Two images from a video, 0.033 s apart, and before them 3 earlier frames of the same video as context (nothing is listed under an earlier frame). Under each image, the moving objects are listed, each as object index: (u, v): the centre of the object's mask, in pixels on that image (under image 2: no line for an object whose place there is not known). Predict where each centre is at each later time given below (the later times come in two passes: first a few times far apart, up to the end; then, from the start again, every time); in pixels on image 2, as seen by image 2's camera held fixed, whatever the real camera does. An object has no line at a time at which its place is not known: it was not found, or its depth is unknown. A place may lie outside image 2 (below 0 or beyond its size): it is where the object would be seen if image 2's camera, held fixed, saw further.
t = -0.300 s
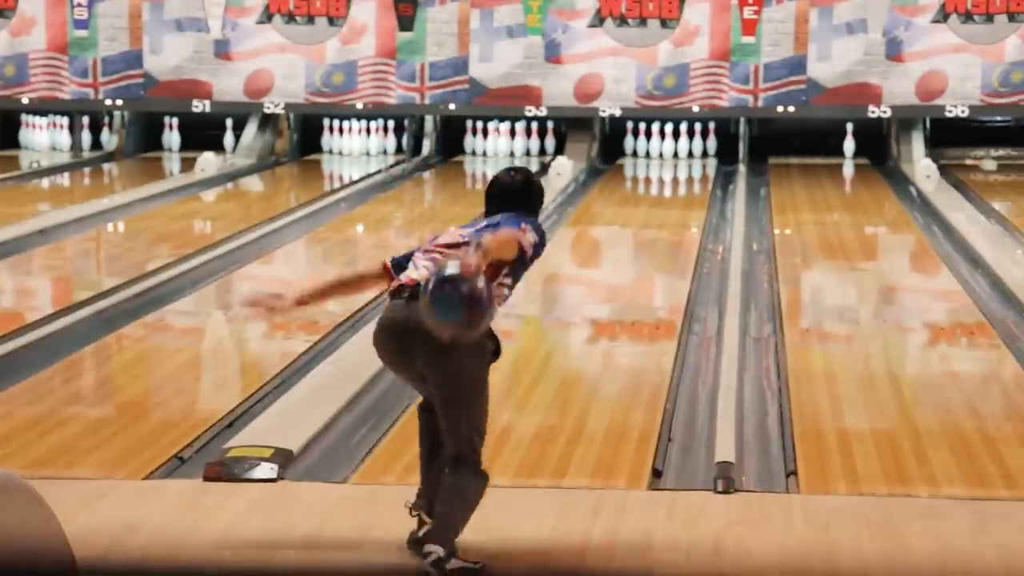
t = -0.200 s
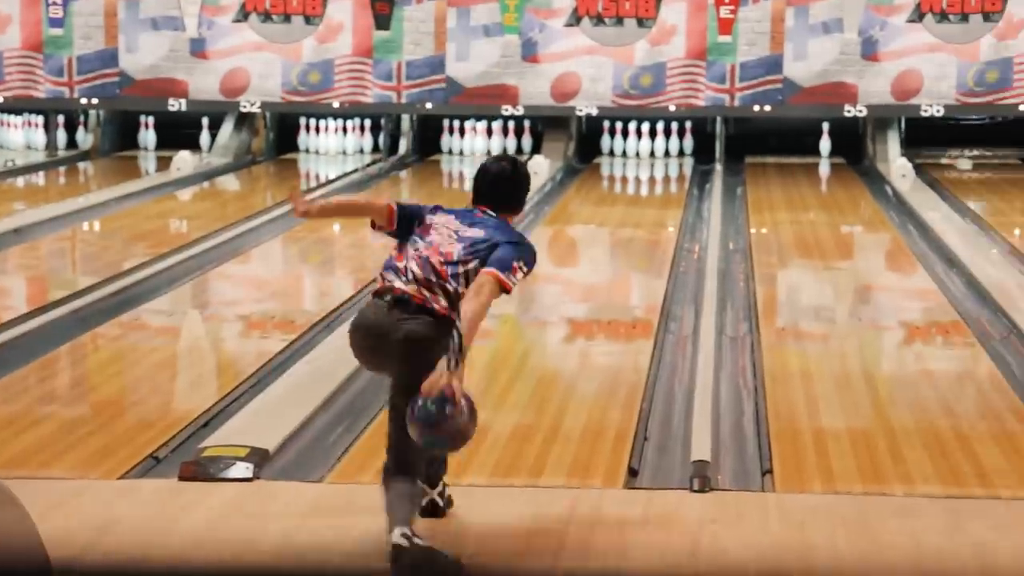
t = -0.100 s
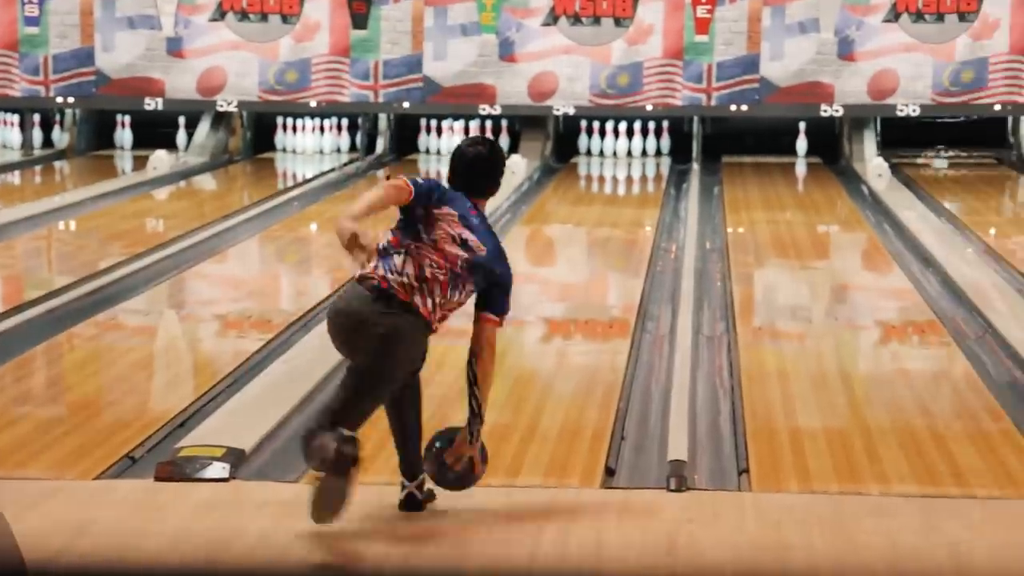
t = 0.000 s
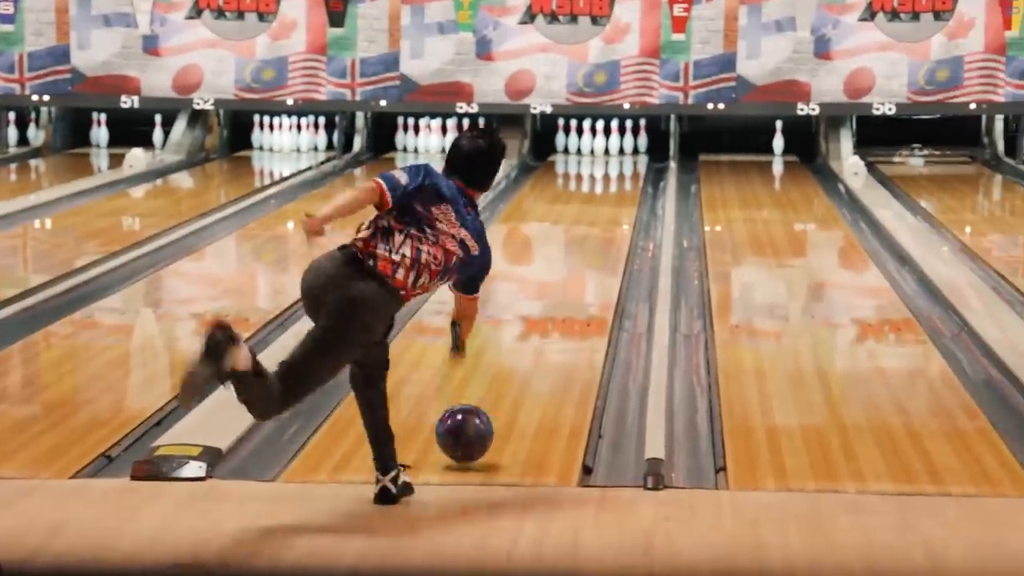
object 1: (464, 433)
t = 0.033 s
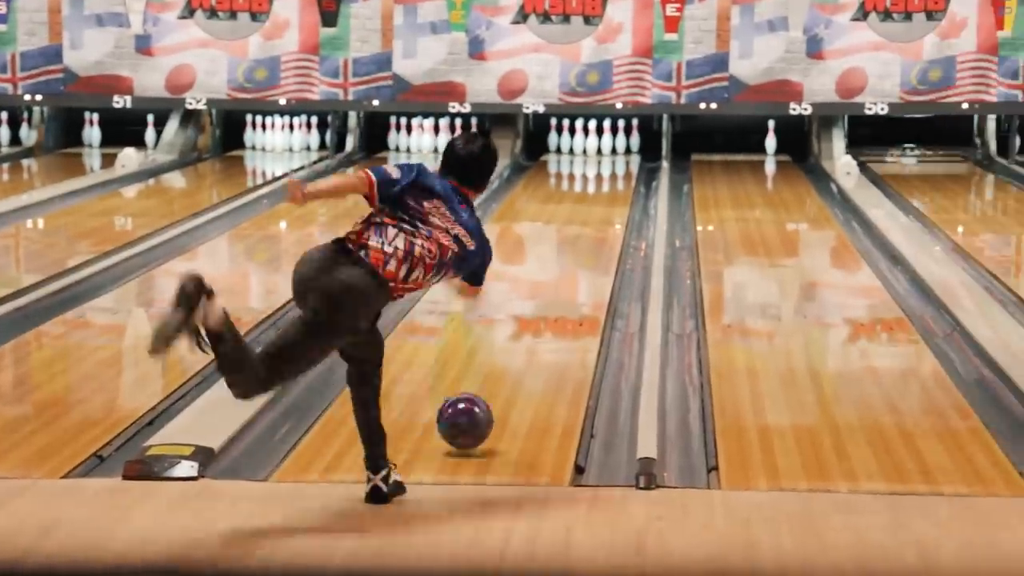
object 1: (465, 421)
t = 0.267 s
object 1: (511, 355)
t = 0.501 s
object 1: (544, 302)
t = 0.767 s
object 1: (567, 262)
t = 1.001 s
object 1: (582, 234)
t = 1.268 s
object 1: (594, 207)
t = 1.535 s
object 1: (602, 187)
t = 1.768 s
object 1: (607, 173)
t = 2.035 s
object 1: (608, 160)
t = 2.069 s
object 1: (608, 158)
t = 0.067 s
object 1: (473, 413)
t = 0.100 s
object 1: (480, 403)
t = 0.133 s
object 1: (487, 392)
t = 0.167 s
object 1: (493, 383)
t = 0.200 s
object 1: (500, 373)
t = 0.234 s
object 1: (506, 364)
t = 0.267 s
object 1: (511, 355)
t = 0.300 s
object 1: (516, 346)
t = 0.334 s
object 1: (521, 338)
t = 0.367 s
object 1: (525, 332)
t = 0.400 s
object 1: (523, 323)
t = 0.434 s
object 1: (523, 322)
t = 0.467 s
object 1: (547, 307)
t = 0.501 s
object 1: (544, 302)
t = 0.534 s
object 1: (546, 297)
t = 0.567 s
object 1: (549, 291)
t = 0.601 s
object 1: (552, 286)
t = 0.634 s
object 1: (556, 281)
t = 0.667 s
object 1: (559, 276)
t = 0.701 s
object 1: (561, 271)
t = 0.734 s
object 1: (564, 266)
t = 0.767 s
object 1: (567, 262)
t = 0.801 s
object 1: (569, 257)
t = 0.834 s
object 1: (571, 253)
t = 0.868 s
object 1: (574, 249)
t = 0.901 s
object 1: (576, 245)
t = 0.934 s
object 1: (578, 241)
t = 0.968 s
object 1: (580, 237)
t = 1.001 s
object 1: (582, 234)
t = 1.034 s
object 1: (584, 230)
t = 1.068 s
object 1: (585, 227)
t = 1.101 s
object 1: (587, 223)
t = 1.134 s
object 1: (589, 220)
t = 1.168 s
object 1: (590, 216)
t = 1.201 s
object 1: (591, 214)
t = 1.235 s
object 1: (593, 211)
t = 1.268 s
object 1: (594, 207)
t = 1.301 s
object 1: (596, 205)
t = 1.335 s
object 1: (597, 202)
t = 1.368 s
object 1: (598, 200)
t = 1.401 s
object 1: (599, 197)
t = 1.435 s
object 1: (600, 195)
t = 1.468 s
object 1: (601, 193)
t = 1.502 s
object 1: (602, 190)
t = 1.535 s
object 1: (602, 187)
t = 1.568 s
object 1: (604, 185)
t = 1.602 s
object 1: (605, 183)
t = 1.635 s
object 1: (606, 181)
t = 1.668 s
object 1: (606, 179)
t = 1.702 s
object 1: (607, 177)
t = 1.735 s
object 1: (607, 175)
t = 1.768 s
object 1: (607, 173)
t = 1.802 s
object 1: (608, 171)
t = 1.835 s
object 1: (608, 170)
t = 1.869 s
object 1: (610, 167)
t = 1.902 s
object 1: (610, 166)
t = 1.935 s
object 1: (610, 163)
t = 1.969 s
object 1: (610, 163)
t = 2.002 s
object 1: (609, 162)
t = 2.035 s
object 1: (608, 160)
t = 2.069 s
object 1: (608, 158)
